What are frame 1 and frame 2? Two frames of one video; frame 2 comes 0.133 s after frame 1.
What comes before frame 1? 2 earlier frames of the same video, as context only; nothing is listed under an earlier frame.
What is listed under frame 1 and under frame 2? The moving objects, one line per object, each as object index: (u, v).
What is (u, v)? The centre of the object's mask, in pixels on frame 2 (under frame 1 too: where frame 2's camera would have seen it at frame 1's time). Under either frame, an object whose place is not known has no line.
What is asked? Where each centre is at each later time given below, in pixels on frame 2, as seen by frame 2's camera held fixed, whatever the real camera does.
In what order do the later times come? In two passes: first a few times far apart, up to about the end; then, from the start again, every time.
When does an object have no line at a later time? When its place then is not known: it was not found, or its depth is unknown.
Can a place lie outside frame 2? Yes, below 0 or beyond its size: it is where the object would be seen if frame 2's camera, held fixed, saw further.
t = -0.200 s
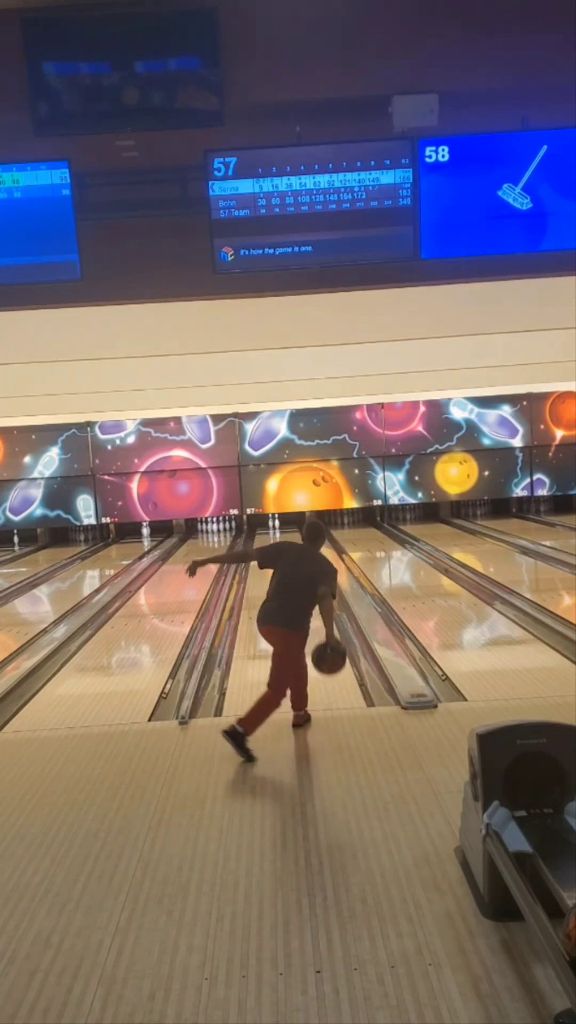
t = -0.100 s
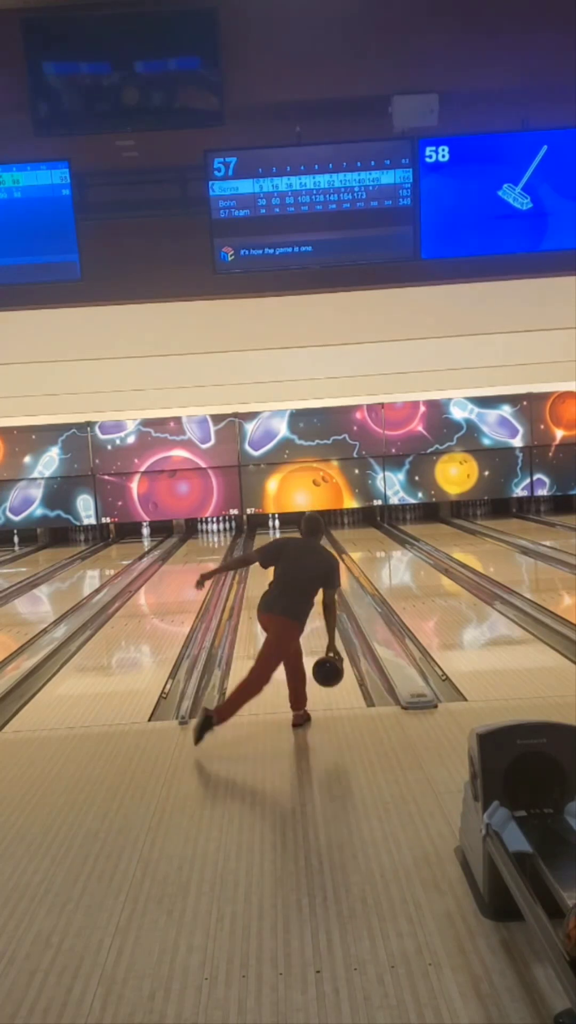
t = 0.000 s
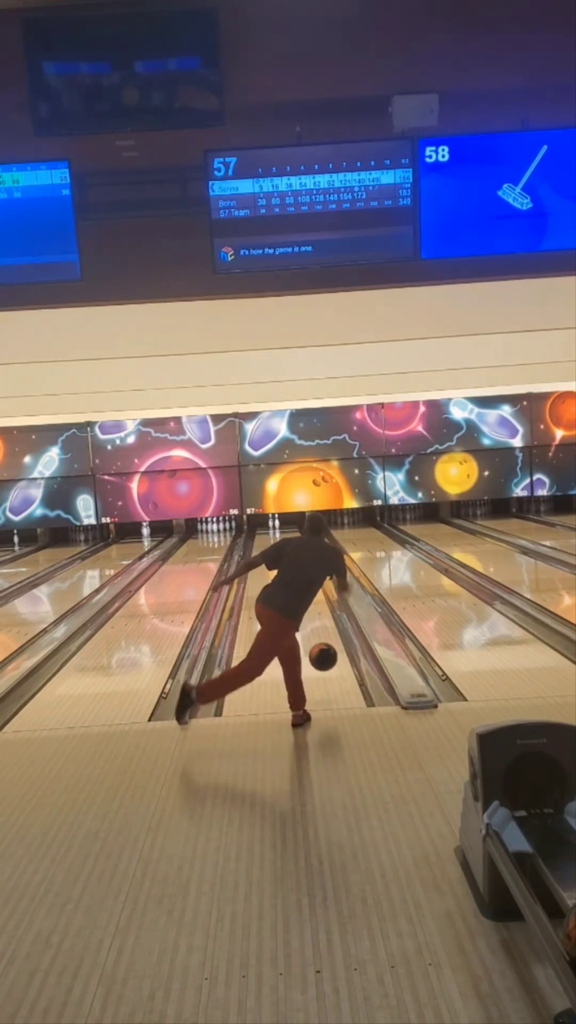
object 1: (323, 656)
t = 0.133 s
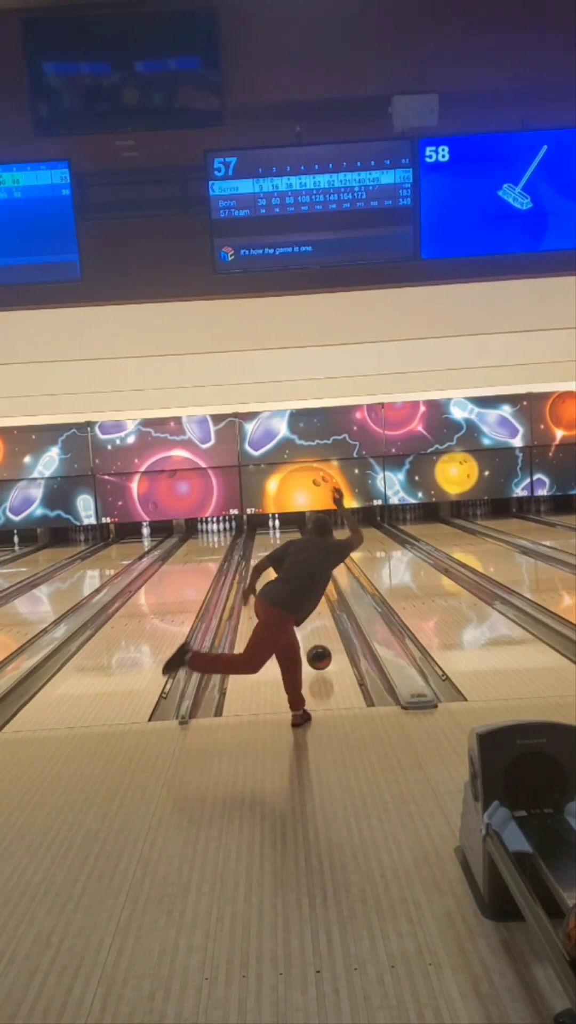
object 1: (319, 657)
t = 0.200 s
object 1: (316, 645)
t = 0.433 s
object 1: (310, 619)
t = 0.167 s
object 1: (318, 652)
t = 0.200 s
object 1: (316, 645)
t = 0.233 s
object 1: (315, 639)
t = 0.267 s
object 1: (314, 634)
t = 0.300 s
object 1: (313, 631)
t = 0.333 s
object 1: (312, 629)
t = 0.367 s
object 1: (311, 626)
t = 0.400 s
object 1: (311, 623)
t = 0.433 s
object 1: (310, 619)
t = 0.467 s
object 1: (310, 617)
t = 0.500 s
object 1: (311, 615)
